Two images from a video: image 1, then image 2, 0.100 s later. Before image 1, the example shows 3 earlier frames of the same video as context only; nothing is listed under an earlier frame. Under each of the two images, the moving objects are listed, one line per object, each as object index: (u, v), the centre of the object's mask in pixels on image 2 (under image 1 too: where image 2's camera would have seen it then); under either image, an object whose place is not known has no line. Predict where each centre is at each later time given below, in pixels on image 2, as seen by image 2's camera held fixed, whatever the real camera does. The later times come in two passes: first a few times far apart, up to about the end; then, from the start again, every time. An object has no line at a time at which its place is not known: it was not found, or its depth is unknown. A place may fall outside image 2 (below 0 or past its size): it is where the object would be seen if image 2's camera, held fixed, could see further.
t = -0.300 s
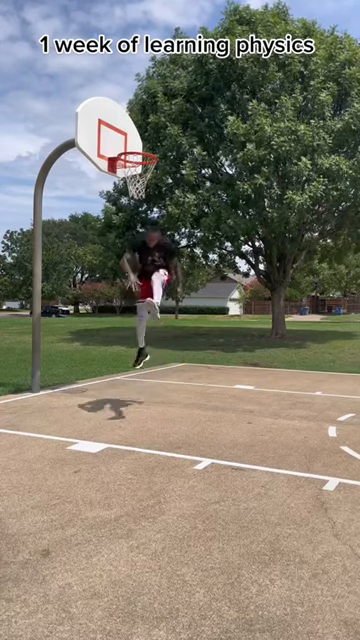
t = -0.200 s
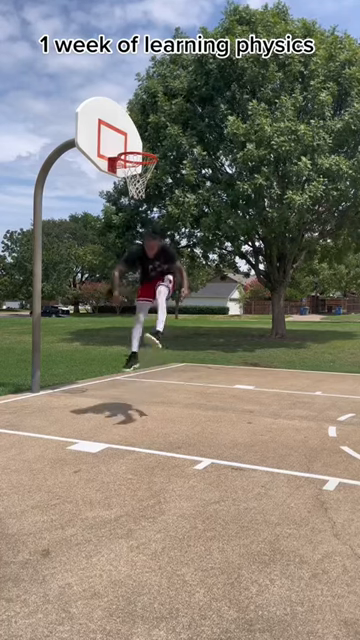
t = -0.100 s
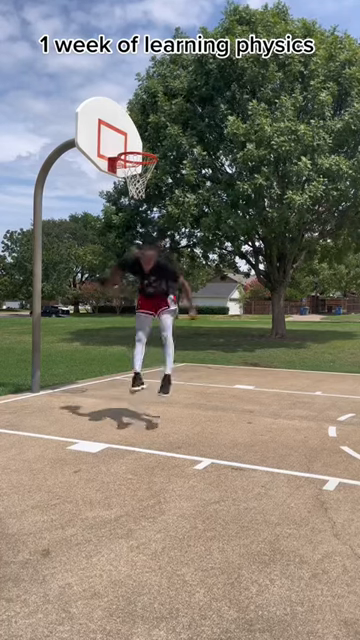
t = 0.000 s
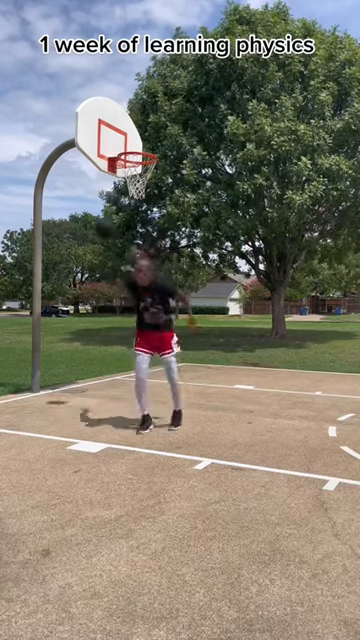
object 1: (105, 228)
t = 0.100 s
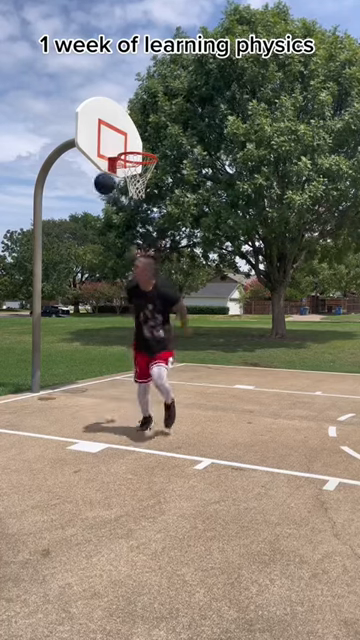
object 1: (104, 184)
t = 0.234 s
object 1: (102, 141)
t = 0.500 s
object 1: (113, 105)
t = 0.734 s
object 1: (132, 124)
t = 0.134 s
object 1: (103, 171)
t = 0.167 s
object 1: (102, 159)
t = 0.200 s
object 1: (103, 150)
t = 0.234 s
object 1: (102, 141)
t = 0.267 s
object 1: (101, 133)
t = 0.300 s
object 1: (101, 126)
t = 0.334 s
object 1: (100, 120)
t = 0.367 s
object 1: (99, 115)
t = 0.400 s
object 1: (103, 111)
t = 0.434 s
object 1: (106, 108)
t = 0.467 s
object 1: (109, 106)
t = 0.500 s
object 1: (113, 105)
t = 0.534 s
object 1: (116, 105)
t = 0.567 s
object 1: (119, 106)
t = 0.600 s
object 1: (122, 108)
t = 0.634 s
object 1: (124, 111)
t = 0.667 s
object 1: (127, 114)
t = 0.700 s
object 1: (129, 119)
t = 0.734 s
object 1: (132, 124)
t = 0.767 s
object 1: (135, 130)
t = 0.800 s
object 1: (139, 138)
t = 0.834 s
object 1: (143, 144)
